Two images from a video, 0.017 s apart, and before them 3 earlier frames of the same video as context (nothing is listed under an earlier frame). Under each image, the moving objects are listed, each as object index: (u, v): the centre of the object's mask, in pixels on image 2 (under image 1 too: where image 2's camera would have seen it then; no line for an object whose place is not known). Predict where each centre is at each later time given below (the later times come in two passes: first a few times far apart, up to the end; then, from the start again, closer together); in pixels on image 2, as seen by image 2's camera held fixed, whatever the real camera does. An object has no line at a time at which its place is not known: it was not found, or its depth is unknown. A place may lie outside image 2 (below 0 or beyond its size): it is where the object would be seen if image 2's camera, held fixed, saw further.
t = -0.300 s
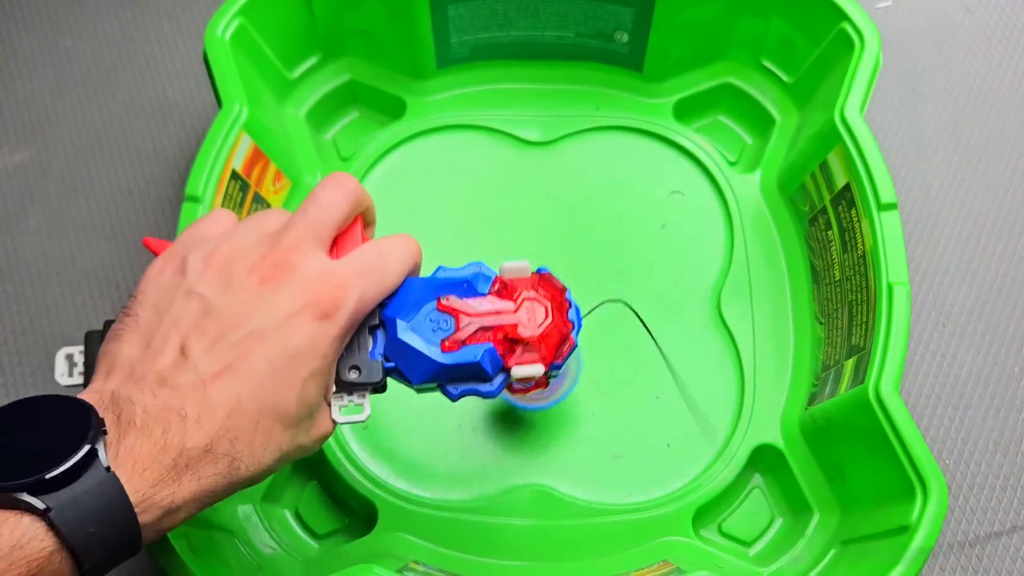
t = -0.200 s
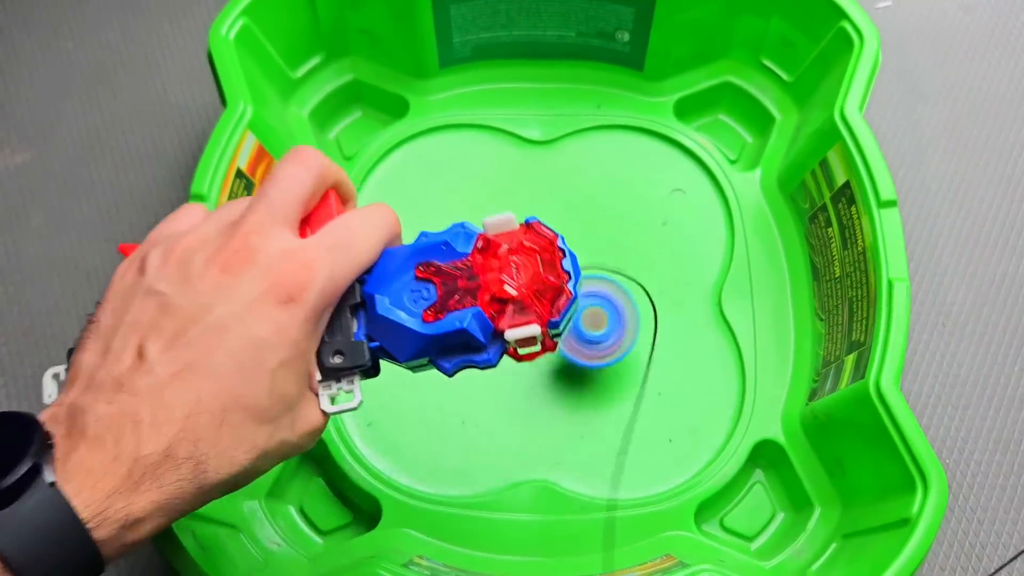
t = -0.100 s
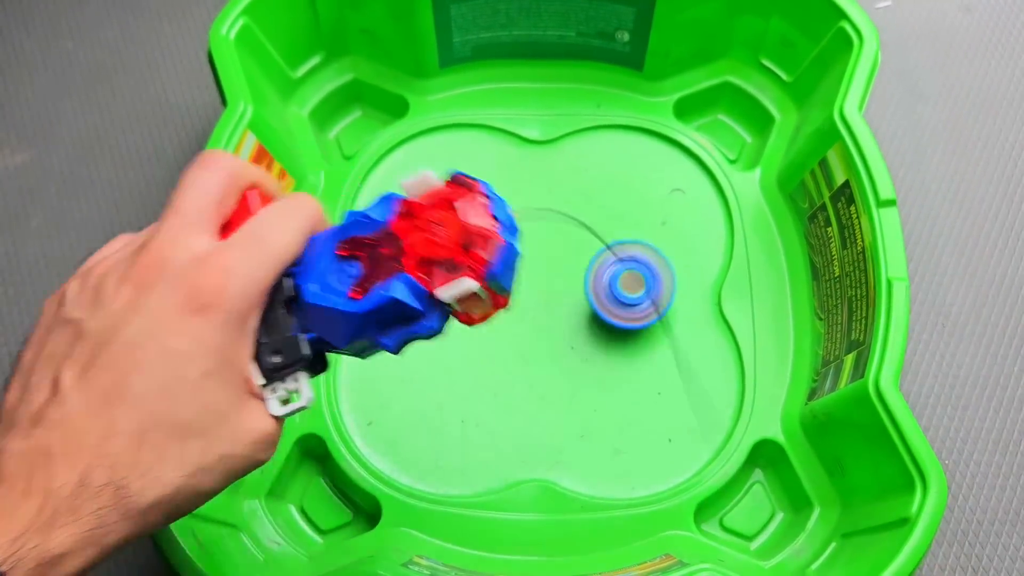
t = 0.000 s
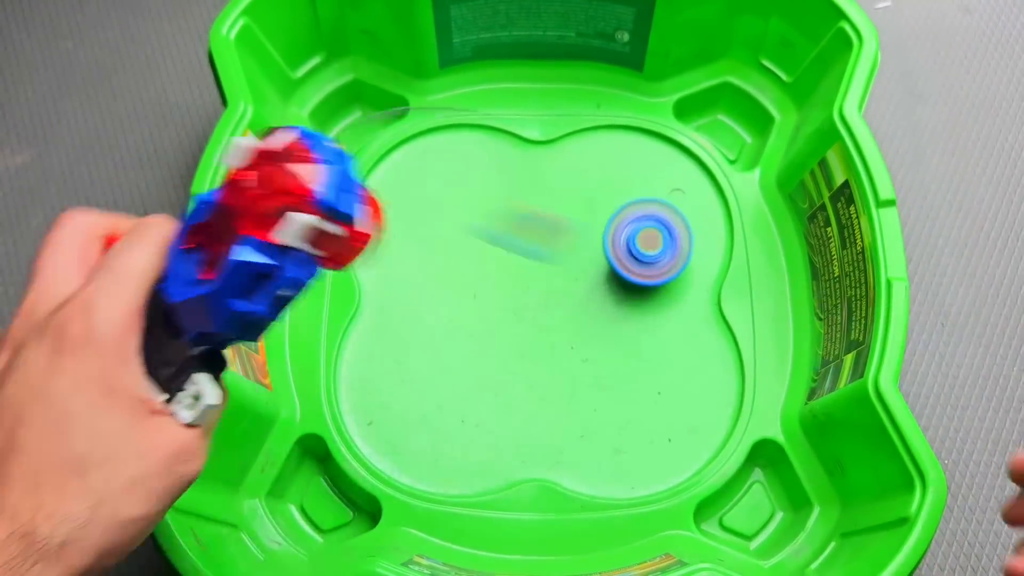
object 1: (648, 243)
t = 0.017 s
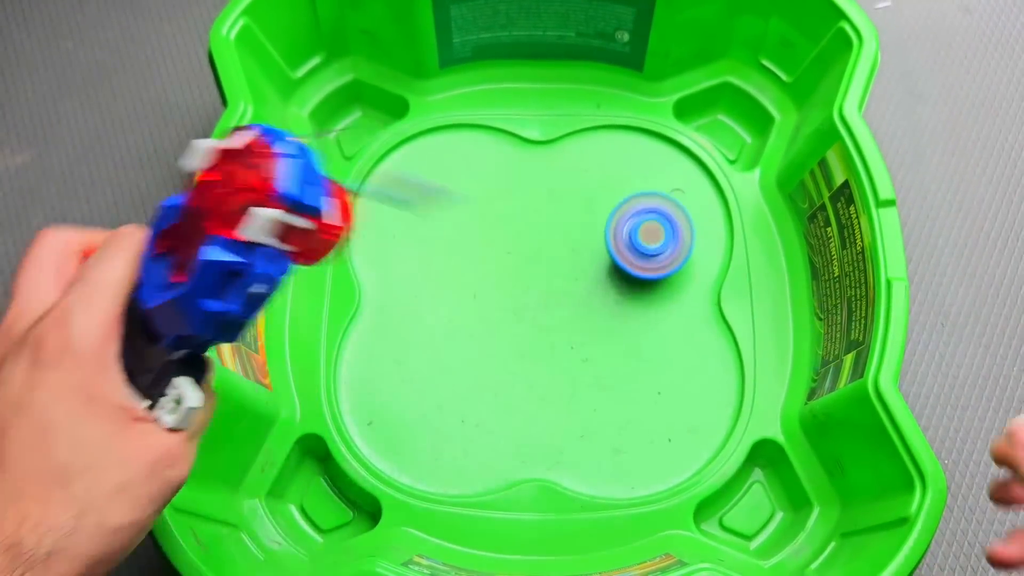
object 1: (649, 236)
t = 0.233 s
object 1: (655, 167)
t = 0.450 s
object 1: (655, 127)
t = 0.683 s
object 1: (609, 167)
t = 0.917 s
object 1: (605, 263)
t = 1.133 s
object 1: (650, 324)
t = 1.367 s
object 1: (707, 350)
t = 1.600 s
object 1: (696, 348)
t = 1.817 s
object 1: (622, 337)
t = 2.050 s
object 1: (516, 372)
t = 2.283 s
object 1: (478, 451)
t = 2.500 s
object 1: (486, 448)
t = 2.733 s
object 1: (498, 377)
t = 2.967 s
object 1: (464, 290)
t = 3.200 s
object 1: (395, 264)
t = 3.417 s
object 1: (403, 273)
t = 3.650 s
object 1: (479, 277)
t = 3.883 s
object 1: (545, 219)
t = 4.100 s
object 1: (538, 179)
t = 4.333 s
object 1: (529, 221)
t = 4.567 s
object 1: (579, 289)
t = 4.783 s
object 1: (641, 292)
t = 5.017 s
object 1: (622, 285)
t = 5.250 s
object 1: (566, 319)
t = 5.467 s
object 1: (550, 363)
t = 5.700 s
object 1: (544, 365)
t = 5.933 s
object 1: (517, 334)
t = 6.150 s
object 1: (485, 314)
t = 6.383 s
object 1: (473, 301)
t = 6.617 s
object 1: (483, 284)
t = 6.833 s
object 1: (503, 267)
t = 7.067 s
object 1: (522, 257)
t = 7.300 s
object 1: (542, 255)
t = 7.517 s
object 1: (557, 265)
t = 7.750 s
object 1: (565, 282)
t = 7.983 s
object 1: (566, 303)
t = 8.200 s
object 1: (553, 315)
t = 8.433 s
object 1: (533, 320)
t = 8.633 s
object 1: (520, 317)
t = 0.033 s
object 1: (651, 231)
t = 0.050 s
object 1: (652, 224)
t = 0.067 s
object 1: (653, 218)
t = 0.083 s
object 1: (653, 213)
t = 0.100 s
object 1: (654, 206)
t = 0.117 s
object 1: (654, 201)
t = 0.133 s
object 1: (655, 195)
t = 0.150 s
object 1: (655, 190)
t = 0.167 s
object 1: (655, 185)
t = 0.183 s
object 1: (656, 180)
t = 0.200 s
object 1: (655, 176)
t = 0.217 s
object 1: (655, 171)
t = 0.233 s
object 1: (655, 167)
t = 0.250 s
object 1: (656, 163)
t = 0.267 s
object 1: (656, 158)
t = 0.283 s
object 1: (657, 154)
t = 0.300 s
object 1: (657, 151)
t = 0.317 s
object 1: (658, 147)
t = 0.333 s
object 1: (658, 144)
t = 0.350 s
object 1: (659, 140)
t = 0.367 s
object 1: (659, 137)
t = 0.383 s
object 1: (660, 134)
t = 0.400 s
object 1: (660, 132)
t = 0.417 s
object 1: (659, 130)
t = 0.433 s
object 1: (658, 128)
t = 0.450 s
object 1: (655, 127)
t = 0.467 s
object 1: (650, 127)
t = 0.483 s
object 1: (646, 127)
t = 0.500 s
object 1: (641, 128)
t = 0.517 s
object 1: (636, 130)
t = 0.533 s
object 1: (631, 132)
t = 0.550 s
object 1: (627, 134)
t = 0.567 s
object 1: (624, 137)
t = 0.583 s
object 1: (620, 140)
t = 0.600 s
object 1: (618, 143)
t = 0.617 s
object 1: (616, 148)
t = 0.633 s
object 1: (614, 152)
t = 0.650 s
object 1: (612, 157)
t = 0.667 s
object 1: (611, 162)
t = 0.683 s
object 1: (609, 167)
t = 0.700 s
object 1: (608, 174)
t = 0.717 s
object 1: (607, 180)
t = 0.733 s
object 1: (606, 187)
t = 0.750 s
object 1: (604, 194)
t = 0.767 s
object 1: (603, 200)
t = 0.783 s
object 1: (603, 207)
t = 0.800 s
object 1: (602, 214)
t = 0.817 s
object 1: (602, 222)
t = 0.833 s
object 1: (601, 228)
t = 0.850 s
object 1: (601, 236)
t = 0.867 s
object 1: (601, 242)
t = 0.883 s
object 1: (603, 249)
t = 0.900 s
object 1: (603, 256)
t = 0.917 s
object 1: (605, 263)
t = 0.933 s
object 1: (607, 270)
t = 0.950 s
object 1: (609, 276)
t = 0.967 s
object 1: (611, 282)
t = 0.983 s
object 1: (614, 288)
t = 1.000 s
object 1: (618, 294)
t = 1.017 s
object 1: (621, 299)
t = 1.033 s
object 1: (625, 303)
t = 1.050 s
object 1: (628, 308)
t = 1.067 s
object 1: (633, 312)
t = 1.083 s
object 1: (637, 315)
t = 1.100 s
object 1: (641, 319)
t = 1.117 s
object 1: (645, 321)
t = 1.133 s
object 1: (650, 324)
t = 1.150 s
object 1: (654, 327)
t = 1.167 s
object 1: (659, 329)
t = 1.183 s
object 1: (663, 331)
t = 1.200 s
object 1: (668, 334)
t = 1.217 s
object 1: (672, 336)
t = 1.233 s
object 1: (677, 338)
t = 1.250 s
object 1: (681, 340)
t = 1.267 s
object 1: (686, 341)
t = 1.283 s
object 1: (690, 343)
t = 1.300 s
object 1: (694, 345)
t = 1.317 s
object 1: (697, 346)
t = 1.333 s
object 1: (701, 347)
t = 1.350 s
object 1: (704, 349)
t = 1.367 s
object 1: (707, 350)
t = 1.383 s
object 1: (709, 351)
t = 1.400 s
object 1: (711, 352)
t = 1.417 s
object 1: (712, 352)
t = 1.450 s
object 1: (713, 353)
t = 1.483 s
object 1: (712, 352)
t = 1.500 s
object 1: (711, 352)
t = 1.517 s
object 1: (709, 351)
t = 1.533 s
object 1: (707, 351)
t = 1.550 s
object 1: (705, 350)
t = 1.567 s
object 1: (702, 349)
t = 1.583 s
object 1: (699, 349)
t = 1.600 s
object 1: (696, 348)
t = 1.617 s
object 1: (692, 347)
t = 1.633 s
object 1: (688, 346)
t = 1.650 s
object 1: (684, 345)
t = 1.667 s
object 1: (679, 344)
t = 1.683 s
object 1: (674, 343)
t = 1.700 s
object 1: (668, 342)
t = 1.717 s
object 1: (663, 341)
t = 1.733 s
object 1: (657, 341)
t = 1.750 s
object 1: (650, 340)
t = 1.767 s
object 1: (644, 339)
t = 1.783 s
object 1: (637, 338)
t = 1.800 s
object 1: (629, 338)
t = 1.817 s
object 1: (622, 337)
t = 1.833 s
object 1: (614, 337)
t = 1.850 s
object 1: (606, 337)
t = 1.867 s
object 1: (598, 338)
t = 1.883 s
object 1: (589, 339)
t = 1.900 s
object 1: (581, 340)
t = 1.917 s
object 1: (572, 342)
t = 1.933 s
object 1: (564, 344)
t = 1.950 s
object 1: (556, 347)
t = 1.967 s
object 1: (548, 350)
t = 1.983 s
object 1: (541, 354)
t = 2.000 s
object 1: (534, 358)
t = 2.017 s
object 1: (528, 362)
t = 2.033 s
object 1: (522, 367)
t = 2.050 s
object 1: (516, 372)
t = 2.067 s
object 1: (512, 378)
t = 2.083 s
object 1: (507, 384)
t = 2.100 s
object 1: (503, 389)
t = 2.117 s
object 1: (500, 395)
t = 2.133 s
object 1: (496, 401)
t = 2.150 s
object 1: (493, 407)
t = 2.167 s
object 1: (490, 414)
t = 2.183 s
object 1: (487, 419)
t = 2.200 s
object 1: (485, 425)
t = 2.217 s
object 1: (484, 432)
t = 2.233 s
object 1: (481, 437)
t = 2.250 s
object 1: (480, 442)
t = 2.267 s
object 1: (479, 447)
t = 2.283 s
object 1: (478, 451)
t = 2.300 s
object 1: (477, 455)
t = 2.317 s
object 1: (477, 458)
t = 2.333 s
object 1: (477, 460)
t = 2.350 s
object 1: (477, 461)
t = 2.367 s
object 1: (478, 463)
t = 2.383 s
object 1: (478, 463)
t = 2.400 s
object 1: (479, 462)
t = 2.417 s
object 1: (481, 461)
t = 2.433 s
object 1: (482, 460)
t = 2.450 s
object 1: (483, 457)
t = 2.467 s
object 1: (484, 454)
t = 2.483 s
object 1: (485, 452)
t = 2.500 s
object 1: (486, 448)
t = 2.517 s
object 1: (488, 445)
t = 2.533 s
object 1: (489, 442)
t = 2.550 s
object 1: (490, 438)
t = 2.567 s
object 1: (491, 433)
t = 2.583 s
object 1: (492, 429)
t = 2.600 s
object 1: (493, 424)
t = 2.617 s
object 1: (494, 419)
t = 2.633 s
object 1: (495, 413)
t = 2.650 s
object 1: (496, 408)
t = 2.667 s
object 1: (497, 402)
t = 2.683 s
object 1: (497, 396)
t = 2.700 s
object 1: (498, 390)
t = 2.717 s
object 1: (499, 384)
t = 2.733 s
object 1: (498, 377)
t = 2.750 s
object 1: (498, 371)
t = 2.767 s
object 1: (498, 364)
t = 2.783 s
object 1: (498, 358)
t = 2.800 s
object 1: (496, 351)
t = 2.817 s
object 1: (495, 344)
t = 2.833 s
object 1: (493, 337)
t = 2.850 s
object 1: (491, 330)
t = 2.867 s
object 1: (488, 324)
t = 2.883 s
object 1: (485, 317)
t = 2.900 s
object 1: (482, 311)
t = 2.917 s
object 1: (478, 305)
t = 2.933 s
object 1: (473, 300)
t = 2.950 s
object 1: (469, 295)
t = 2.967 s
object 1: (464, 290)
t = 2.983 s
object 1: (459, 287)
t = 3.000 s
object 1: (453, 283)
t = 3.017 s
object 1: (448, 279)
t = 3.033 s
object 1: (443, 276)
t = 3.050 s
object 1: (437, 274)
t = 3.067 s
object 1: (432, 272)
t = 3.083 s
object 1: (426, 270)
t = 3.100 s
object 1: (421, 268)
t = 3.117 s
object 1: (416, 267)
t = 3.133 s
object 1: (411, 266)
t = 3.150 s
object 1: (406, 265)
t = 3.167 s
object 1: (402, 265)
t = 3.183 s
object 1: (398, 264)
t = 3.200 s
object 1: (395, 264)
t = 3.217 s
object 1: (392, 264)
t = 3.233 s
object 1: (390, 264)
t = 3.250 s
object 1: (389, 264)
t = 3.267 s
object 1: (389, 265)
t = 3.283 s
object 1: (389, 266)
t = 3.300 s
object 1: (389, 267)
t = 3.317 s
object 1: (390, 267)
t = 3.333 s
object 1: (391, 268)
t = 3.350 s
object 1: (393, 269)
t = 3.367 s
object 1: (395, 271)
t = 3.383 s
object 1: (397, 272)
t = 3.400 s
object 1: (400, 273)
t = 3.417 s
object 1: (403, 273)
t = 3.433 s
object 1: (407, 275)
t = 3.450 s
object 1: (411, 276)
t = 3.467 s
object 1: (414, 277)
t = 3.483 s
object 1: (418, 278)
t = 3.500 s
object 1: (423, 278)
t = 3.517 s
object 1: (428, 279)
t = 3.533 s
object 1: (434, 279)
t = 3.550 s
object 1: (439, 280)
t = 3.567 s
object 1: (445, 280)
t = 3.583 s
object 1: (451, 280)
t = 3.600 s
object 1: (458, 279)
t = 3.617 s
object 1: (465, 278)
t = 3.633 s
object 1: (472, 278)
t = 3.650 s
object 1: (479, 277)
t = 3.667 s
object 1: (486, 275)
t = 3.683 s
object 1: (493, 273)
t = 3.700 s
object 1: (500, 270)
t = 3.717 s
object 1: (507, 267)
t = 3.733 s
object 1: (513, 263)
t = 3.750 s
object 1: (519, 259)
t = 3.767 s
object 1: (524, 255)
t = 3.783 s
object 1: (528, 250)
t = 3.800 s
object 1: (532, 245)
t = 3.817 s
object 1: (536, 239)
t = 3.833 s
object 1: (539, 234)
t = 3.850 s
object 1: (542, 229)
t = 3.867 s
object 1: (543, 224)
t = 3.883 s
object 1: (545, 219)
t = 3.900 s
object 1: (545, 214)
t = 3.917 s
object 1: (546, 209)
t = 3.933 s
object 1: (546, 203)
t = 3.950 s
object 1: (546, 199)
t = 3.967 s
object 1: (546, 195)
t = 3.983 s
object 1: (546, 191)
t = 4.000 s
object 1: (545, 187)
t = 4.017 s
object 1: (544, 185)
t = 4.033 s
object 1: (543, 182)
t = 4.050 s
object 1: (541, 181)
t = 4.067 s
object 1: (540, 179)
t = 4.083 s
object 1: (539, 179)
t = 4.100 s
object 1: (538, 179)
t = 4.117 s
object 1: (537, 180)
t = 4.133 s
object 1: (536, 181)
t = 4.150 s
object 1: (535, 182)
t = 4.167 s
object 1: (533, 184)
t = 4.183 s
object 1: (532, 186)
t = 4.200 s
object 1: (531, 188)
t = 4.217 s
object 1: (530, 191)
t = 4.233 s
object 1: (529, 194)
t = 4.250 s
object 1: (529, 198)
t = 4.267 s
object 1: (529, 202)
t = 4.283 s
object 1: (529, 207)
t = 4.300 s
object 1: (529, 211)
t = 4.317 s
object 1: (529, 216)
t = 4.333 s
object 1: (529, 221)
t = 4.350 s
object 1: (530, 226)
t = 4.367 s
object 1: (531, 232)
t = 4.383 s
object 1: (533, 237)
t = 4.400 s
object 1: (535, 243)
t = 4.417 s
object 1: (538, 249)
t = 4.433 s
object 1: (541, 255)
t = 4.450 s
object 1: (545, 260)
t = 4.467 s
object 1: (549, 265)
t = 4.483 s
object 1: (553, 270)
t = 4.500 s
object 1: (558, 275)
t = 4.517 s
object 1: (563, 279)
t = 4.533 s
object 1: (568, 283)
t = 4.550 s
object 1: (573, 286)
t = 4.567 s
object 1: (579, 289)
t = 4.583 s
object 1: (585, 291)
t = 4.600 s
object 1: (591, 293)
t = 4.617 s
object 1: (598, 295)
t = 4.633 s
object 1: (604, 296)
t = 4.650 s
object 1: (609, 296)
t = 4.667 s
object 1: (615, 296)
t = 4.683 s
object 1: (620, 296)
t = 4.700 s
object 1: (625, 296)
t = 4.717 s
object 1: (629, 295)
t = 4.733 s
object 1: (633, 295)
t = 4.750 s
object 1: (636, 294)
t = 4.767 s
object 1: (639, 293)
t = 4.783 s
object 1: (641, 292)
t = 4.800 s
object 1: (642, 291)
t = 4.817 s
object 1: (643, 290)
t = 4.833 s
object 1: (644, 289)
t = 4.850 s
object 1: (644, 288)
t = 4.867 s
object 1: (643, 287)
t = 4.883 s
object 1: (642, 286)
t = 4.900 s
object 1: (641, 285)
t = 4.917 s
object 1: (639, 285)
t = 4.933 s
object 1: (637, 284)
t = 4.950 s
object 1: (635, 284)
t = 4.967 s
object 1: (632, 284)
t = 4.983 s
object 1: (629, 284)
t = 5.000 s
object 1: (626, 285)
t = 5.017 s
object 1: (622, 285)
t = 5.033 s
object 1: (619, 286)
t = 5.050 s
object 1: (615, 287)
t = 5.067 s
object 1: (611, 288)
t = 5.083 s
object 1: (606, 290)
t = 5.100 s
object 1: (602, 292)
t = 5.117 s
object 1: (598, 294)
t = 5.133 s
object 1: (593, 296)
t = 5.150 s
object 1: (589, 298)
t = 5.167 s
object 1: (584, 301)
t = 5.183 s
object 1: (580, 304)
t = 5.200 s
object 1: (576, 307)
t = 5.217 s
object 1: (573, 311)
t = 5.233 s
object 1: (569, 314)
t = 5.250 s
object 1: (566, 319)
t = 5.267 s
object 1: (563, 322)
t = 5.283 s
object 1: (560, 327)
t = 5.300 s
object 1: (558, 331)
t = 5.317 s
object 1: (556, 335)
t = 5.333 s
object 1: (555, 338)
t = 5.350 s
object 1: (553, 342)
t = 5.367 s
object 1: (552, 346)
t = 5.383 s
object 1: (551, 349)
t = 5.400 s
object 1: (551, 352)
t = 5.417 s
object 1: (550, 355)
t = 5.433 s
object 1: (550, 358)
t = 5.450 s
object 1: (550, 361)
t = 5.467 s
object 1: (550, 363)
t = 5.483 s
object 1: (549, 365)
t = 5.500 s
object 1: (549, 367)
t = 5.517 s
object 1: (549, 368)
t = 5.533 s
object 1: (548, 369)
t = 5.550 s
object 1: (548, 370)
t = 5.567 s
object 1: (548, 370)
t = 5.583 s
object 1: (547, 371)
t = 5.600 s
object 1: (547, 370)
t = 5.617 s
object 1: (546, 370)
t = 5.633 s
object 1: (546, 369)
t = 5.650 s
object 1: (546, 369)
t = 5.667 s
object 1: (545, 368)
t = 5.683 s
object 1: (545, 367)
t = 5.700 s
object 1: (544, 365)
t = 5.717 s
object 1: (543, 364)
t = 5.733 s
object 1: (542, 362)
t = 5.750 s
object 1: (541, 360)
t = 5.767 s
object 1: (540, 358)
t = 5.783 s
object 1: (538, 356)
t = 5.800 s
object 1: (537, 354)
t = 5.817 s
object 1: (535, 351)
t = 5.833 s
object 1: (532, 349)
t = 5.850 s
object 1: (530, 346)
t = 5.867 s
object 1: (527, 343)
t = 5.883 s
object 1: (525, 340)
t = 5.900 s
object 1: (522, 338)
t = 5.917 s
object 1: (519, 336)
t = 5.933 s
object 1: (517, 334)
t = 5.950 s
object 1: (514, 332)
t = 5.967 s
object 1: (511, 330)
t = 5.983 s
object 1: (509, 329)
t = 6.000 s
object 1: (506, 327)
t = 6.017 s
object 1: (504, 326)
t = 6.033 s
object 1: (501, 324)
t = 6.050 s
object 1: (499, 322)
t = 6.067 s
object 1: (496, 321)
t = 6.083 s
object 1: (494, 319)
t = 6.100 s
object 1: (492, 318)
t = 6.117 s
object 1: (490, 317)
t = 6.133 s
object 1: (488, 316)
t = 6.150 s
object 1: (485, 314)
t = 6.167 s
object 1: (484, 313)
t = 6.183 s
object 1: (482, 312)
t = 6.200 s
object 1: (480, 312)
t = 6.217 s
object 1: (478, 311)
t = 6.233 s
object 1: (477, 310)
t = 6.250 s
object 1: (476, 309)
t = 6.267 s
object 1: (475, 309)
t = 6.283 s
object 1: (474, 308)
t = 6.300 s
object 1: (474, 307)
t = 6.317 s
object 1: (474, 306)
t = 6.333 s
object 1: (473, 305)
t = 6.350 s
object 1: (473, 304)
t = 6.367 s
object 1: (473, 303)
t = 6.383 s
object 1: (473, 301)
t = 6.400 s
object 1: (473, 300)
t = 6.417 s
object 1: (473, 299)
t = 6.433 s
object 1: (473, 298)
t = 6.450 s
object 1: (474, 297)
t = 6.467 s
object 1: (475, 296)
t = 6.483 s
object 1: (476, 295)
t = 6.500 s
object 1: (477, 294)
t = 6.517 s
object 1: (478, 293)
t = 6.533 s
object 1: (479, 292)
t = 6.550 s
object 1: (480, 290)
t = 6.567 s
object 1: (481, 288)
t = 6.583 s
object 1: (481, 287)
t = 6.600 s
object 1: (482, 285)
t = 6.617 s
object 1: (483, 284)
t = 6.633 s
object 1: (484, 282)
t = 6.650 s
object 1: (486, 281)
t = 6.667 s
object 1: (487, 280)
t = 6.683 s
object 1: (489, 278)
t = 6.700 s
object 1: (491, 277)
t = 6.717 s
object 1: (493, 275)
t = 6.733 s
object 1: (495, 273)
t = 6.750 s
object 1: (496, 272)
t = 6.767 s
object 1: (497, 271)
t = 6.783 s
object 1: (499, 270)
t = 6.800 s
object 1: (500, 269)
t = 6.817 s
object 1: (502, 268)
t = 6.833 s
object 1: (503, 267)
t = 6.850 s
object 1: (505, 266)
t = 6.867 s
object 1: (507, 264)
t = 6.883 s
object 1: (508, 263)
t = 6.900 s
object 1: (509, 262)
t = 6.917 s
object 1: (510, 261)
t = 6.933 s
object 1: (511, 261)
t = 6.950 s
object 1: (513, 261)
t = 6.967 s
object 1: (514, 260)
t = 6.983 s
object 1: (516, 260)
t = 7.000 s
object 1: (518, 260)
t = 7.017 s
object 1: (519, 259)
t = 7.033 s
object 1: (520, 258)
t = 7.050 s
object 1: (521, 257)
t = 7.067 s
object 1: (522, 257)
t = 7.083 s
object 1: (523, 256)
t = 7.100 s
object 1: (525, 256)
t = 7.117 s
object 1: (527, 255)
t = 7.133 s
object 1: (529, 254)
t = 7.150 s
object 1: (531, 253)
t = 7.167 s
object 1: (532, 253)
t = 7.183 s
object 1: (533, 252)
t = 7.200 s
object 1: (534, 252)
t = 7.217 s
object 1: (536, 253)
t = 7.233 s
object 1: (538, 253)
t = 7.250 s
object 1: (539, 254)
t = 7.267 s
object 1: (541, 254)
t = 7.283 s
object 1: (541, 255)
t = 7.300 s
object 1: (542, 255)
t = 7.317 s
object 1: (542, 256)
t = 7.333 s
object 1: (543, 257)
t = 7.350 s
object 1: (545, 258)
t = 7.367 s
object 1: (546, 259)
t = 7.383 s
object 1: (548, 259)
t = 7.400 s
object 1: (549, 259)
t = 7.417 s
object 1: (550, 259)
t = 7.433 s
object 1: (551, 261)
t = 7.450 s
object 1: (552, 262)
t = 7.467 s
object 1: (554, 263)
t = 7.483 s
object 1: (555, 264)
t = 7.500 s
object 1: (556, 265)
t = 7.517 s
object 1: (557, 265)
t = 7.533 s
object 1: (558, 267)
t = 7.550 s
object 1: (558, 269)
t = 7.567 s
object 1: (560, 270)
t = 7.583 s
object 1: (561, 271)
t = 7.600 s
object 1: (562, 271)
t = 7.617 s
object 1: (562, 272)
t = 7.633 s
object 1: (562, 273)
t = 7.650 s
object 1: (563, 275)
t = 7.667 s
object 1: (564, 276)
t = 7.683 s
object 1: (564, 278)
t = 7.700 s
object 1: (565, 278)
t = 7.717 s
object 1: (565, 279)
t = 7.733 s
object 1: (564, 280)
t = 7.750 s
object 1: (565, 282)
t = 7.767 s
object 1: (566, 284)
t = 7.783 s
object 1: (566, 285)
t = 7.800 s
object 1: (567, 286)
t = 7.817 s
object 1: (567, 287)
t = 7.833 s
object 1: (567, 289)
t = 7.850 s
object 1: (567, 292)
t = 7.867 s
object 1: (568, 294)
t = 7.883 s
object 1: (568, 295)
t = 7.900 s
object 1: (568, 297)
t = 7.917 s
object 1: (567, 298)
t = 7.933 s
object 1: (567, 300)
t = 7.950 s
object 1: (567, 301)
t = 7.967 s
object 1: (567, 303)
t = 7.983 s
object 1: (566, 303)
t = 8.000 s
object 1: (566, 304)
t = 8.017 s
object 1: (565, 305)
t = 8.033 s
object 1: (564, 307)
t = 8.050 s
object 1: (563, 308)
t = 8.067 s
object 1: (563, 309)
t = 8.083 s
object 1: (562, 309)
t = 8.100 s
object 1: (561, 310)
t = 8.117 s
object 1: (560, 311)
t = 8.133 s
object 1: (559, 312)
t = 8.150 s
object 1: (558, 313)
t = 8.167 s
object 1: (557, 313)
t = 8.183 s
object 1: (555, 313)
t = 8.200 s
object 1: (553, 315)
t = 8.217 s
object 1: (552, 315)
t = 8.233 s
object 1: (551, 316)
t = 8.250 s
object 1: (549, 316)
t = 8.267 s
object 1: (547, 316)
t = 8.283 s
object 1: (545, 317)
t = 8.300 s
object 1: (544, 318)
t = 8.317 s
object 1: (543, 318)
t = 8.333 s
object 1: (542, 318)
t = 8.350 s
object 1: (541, 318)
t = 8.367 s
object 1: (539, 319)
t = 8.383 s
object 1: (538, 320)
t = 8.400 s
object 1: (537, 320)
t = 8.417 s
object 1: (535, 320)
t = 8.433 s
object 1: (533, 320)
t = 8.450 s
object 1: (532, 321)
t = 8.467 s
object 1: (531, 321)
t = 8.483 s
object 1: (530, 320)
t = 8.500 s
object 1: (528, 320)
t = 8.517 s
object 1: (527, 320)
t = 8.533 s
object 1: (525, 320)
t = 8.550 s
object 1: (524, 320)
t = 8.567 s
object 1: (523, 319)
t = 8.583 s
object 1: (522, 318)
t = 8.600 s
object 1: (521, 318)
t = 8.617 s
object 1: (520, 318)
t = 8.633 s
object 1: (520, 317)
